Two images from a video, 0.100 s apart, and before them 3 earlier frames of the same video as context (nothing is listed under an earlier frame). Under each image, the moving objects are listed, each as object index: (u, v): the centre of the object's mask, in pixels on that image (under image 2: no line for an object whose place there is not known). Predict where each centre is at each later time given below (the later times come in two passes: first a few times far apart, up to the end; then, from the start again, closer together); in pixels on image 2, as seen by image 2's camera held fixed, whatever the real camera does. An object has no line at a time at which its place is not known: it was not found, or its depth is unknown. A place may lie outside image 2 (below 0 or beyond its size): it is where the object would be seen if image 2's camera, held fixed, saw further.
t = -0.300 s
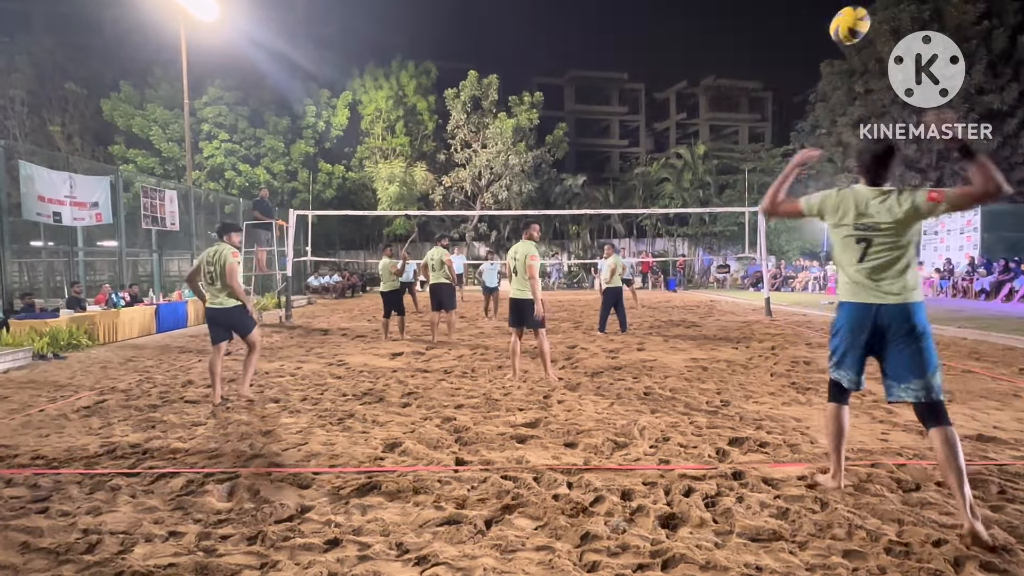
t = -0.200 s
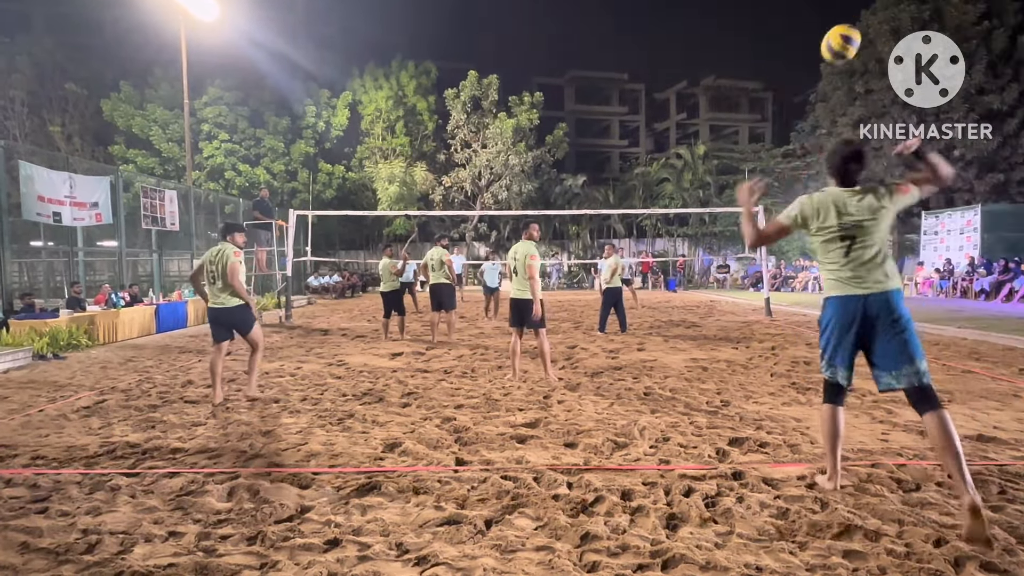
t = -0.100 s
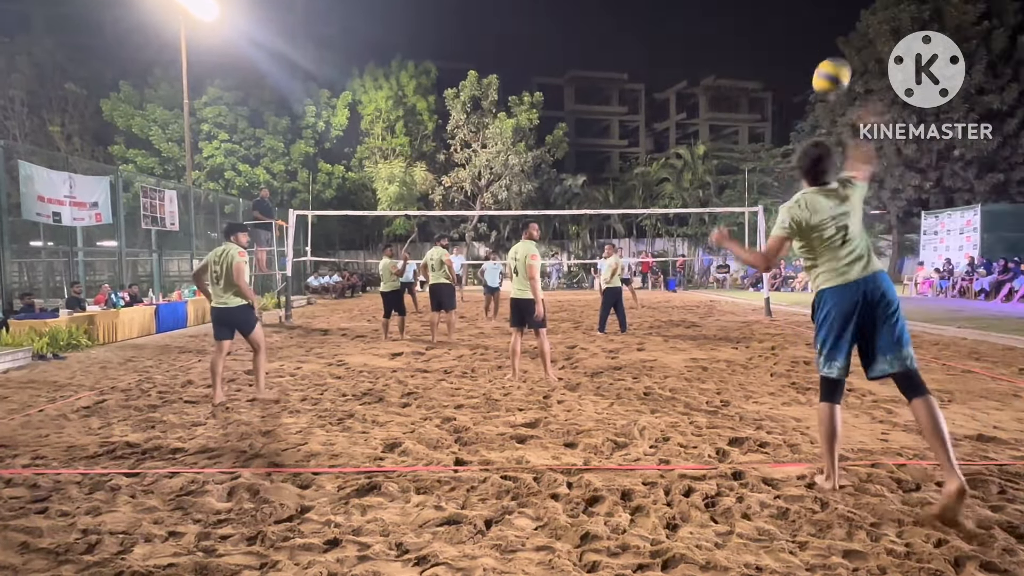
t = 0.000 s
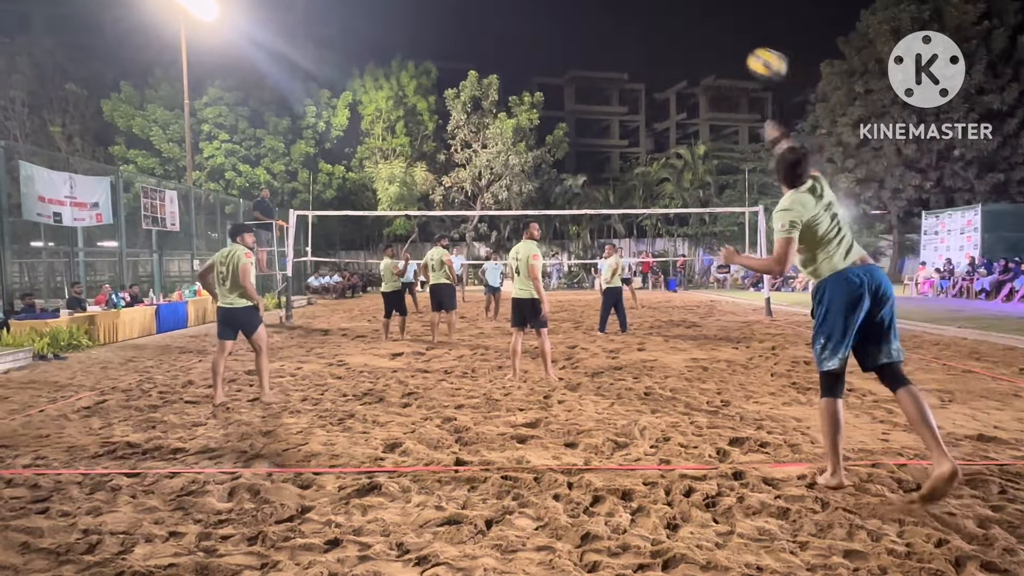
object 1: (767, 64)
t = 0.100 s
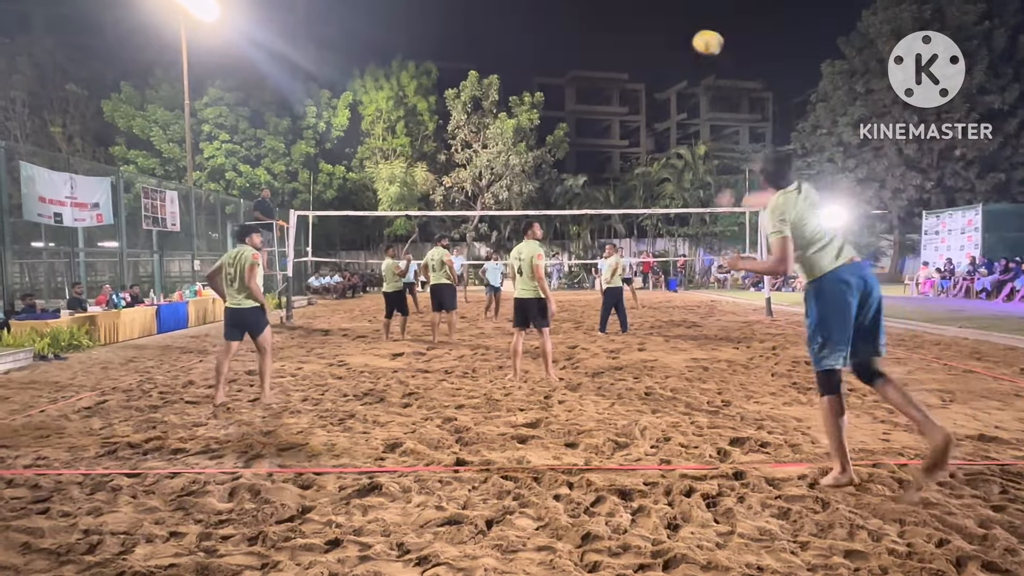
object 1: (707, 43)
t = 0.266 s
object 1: (651, 36)
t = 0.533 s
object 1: (607, 59)
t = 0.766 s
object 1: (581, 98)
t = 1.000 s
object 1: (564, 147)
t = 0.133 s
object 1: (693, 40)
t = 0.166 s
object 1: (680, 37)
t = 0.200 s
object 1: (669, 36)
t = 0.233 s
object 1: (660, 36)
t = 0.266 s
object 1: (651, 36)
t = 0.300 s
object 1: (644, 37)
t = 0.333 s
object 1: (637, 39)
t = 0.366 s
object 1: (631, 42)
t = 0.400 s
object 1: (626, 44)
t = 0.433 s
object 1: (620, 47)
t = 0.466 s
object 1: (615, 51)
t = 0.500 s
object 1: (611, 55)
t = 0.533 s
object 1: (607, 59)
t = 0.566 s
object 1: (602, 64)
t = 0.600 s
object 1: (598, 69)
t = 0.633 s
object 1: (595, 74)
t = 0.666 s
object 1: (590, 79)
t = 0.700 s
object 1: (587, 85)
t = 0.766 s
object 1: (581, 98)
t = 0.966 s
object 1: (565, 140)
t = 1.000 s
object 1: (564, 147)
